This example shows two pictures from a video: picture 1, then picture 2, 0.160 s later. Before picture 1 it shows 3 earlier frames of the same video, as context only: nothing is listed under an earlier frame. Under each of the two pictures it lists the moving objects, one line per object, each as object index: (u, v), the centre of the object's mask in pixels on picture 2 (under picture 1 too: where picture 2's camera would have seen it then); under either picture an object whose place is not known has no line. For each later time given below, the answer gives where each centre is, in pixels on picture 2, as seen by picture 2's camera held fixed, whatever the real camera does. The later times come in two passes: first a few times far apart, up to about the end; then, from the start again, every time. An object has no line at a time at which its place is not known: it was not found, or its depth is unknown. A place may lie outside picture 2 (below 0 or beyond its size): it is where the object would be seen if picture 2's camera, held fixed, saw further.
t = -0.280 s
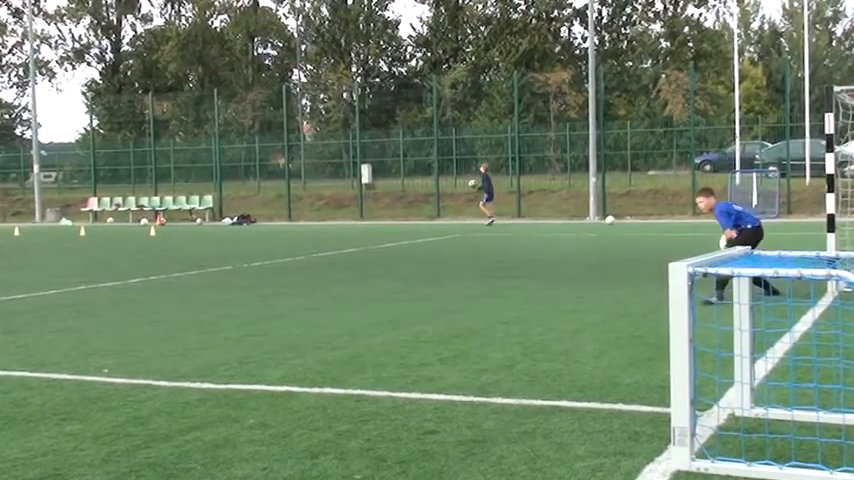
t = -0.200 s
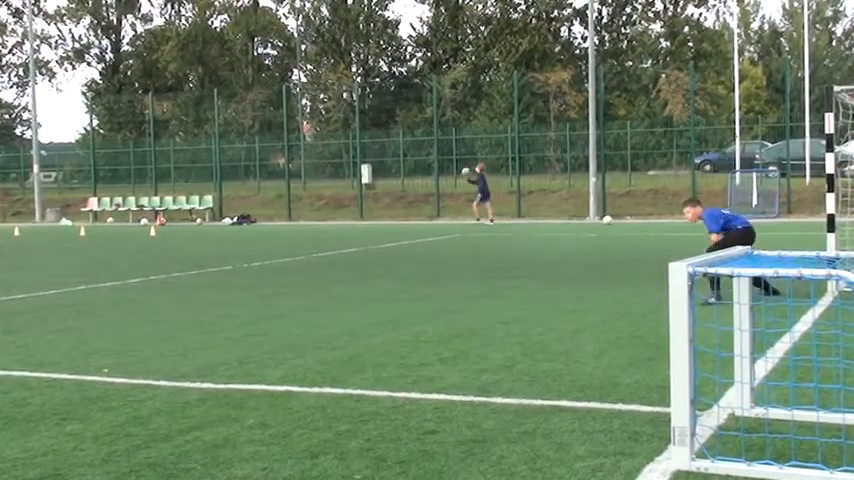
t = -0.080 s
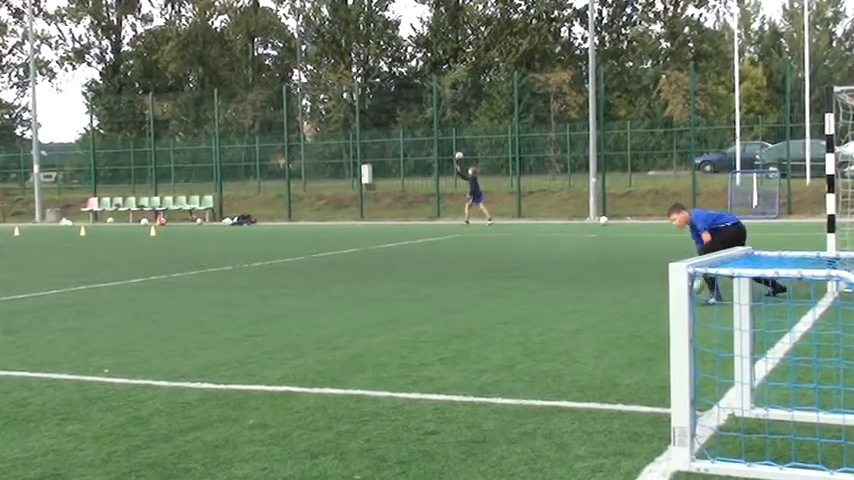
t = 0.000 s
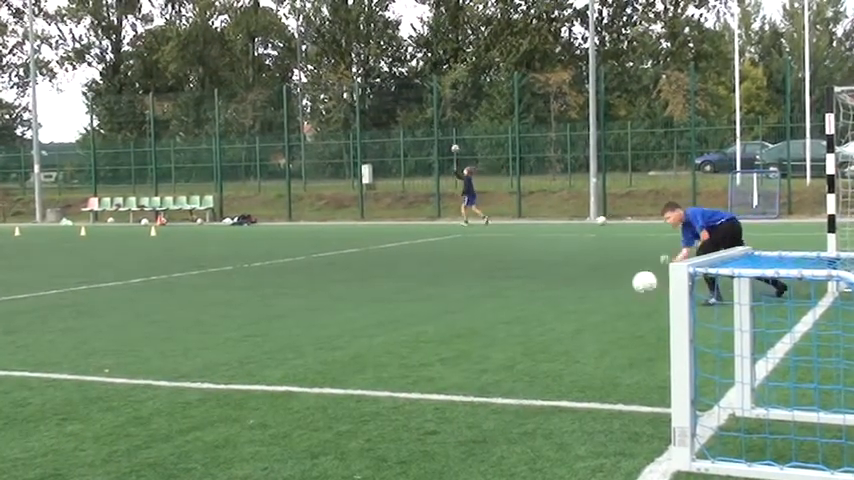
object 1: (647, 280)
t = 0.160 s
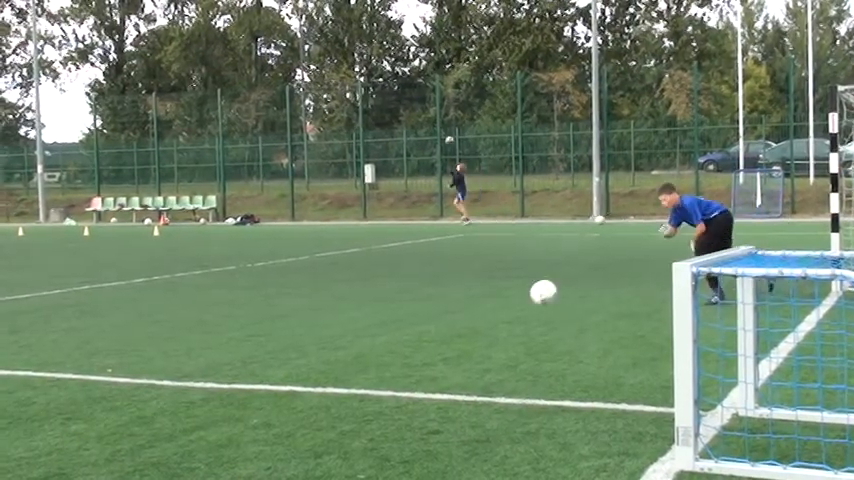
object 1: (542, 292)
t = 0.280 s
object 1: (456, 320)
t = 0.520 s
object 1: (298, 326)
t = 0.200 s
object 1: (514, 299)
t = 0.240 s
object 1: (485, 310)
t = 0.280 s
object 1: (456, 320)
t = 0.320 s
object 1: (430, 316)
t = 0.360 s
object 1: (406, 314)
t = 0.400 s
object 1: (380, 313)
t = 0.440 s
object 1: (353, 315)
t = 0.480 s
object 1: (326, 320)
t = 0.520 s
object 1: (298, 326)
